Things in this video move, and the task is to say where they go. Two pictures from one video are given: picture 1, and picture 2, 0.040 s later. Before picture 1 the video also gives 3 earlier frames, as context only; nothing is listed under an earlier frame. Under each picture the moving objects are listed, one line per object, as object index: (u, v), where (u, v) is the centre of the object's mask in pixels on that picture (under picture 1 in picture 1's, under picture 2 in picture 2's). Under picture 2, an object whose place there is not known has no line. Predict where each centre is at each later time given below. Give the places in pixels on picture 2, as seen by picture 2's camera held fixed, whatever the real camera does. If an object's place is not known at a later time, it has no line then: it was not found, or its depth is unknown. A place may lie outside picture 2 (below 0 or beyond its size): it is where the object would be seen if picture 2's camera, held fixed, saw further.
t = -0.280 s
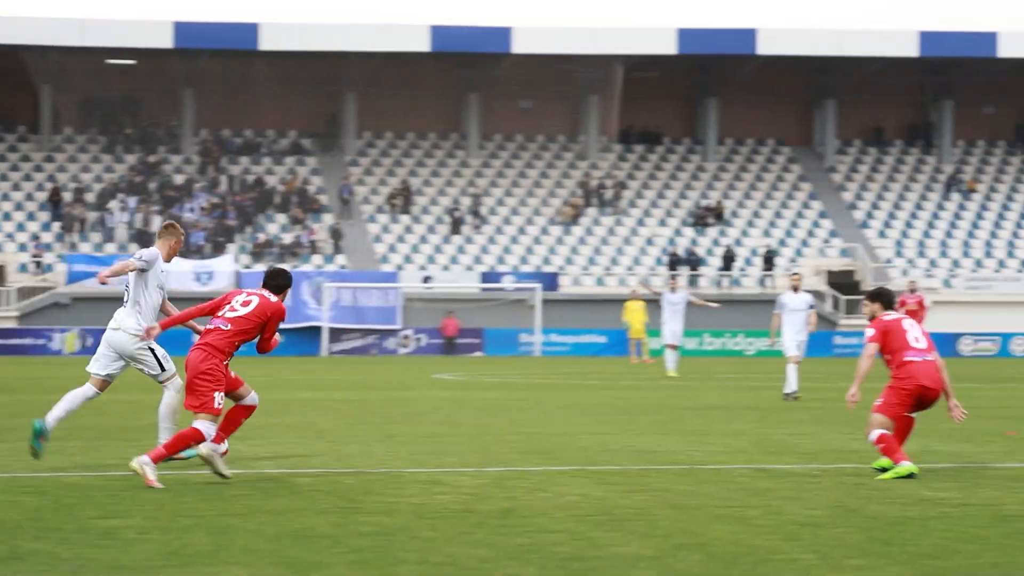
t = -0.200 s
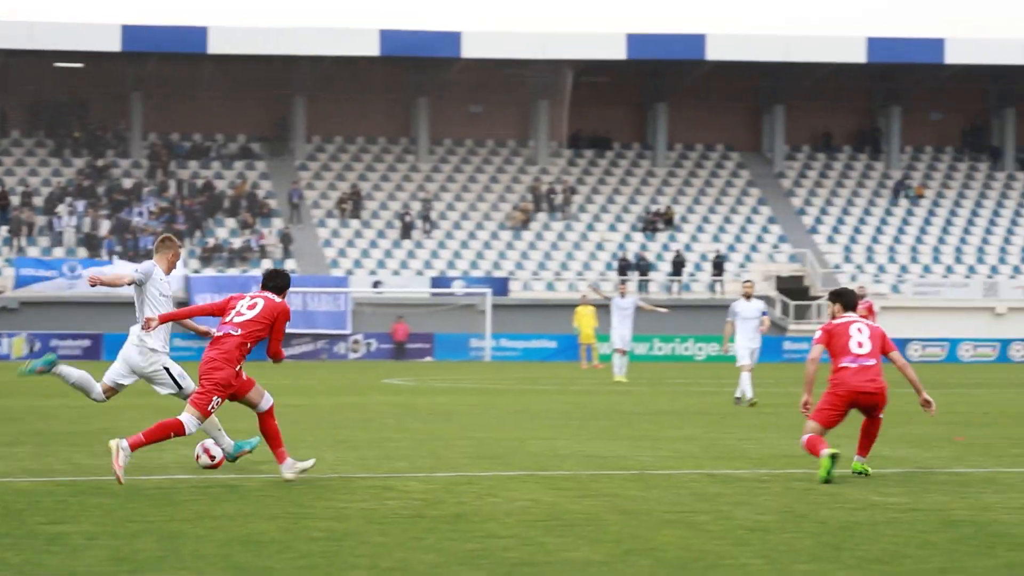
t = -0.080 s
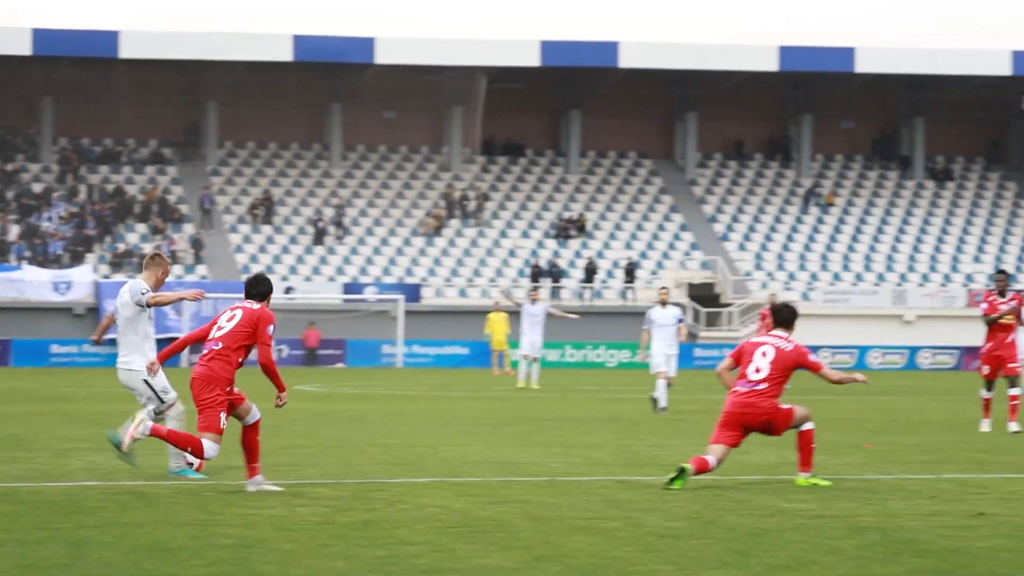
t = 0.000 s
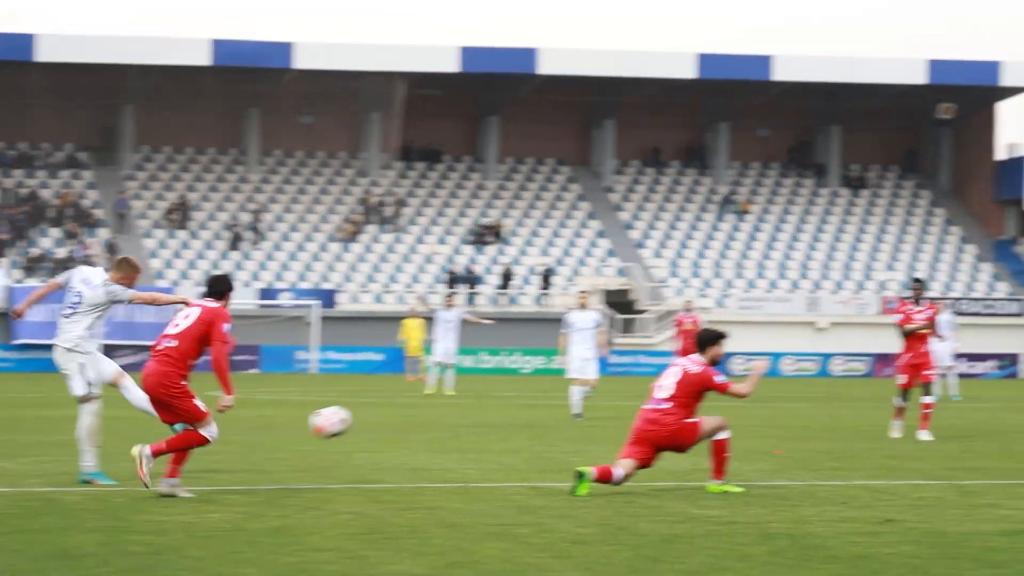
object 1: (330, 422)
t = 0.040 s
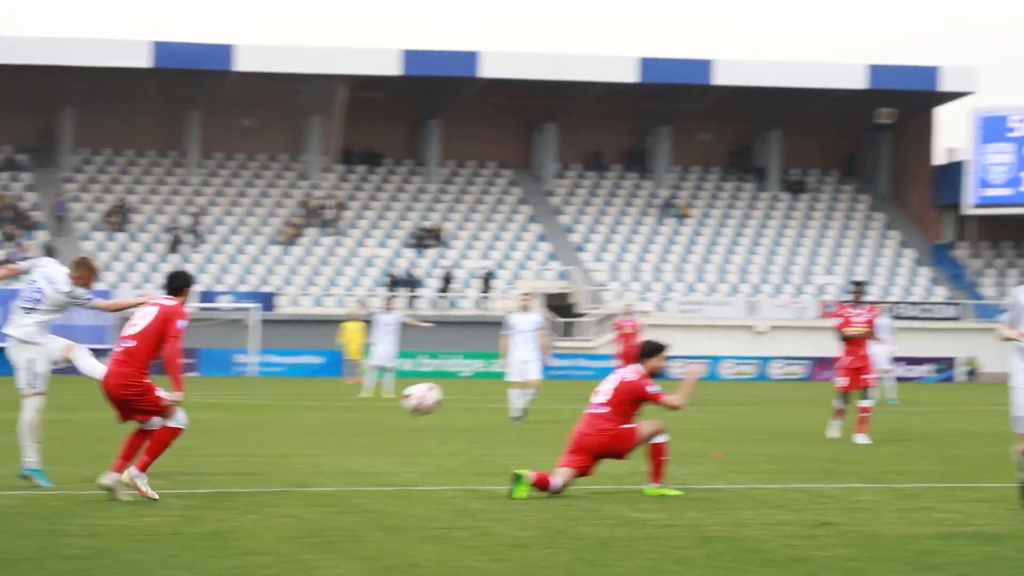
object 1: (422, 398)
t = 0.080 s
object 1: (578, 373)
